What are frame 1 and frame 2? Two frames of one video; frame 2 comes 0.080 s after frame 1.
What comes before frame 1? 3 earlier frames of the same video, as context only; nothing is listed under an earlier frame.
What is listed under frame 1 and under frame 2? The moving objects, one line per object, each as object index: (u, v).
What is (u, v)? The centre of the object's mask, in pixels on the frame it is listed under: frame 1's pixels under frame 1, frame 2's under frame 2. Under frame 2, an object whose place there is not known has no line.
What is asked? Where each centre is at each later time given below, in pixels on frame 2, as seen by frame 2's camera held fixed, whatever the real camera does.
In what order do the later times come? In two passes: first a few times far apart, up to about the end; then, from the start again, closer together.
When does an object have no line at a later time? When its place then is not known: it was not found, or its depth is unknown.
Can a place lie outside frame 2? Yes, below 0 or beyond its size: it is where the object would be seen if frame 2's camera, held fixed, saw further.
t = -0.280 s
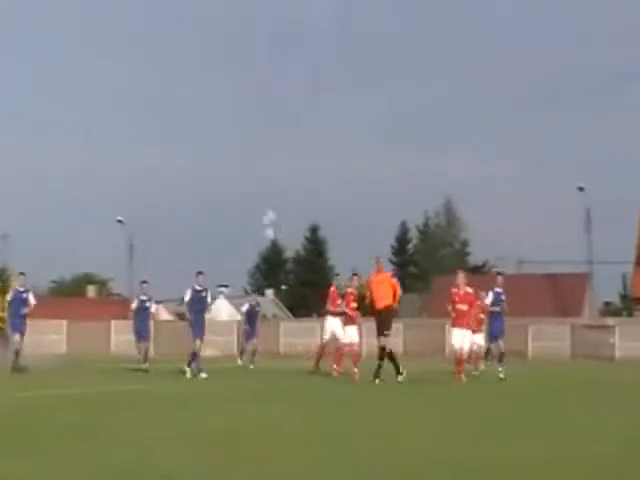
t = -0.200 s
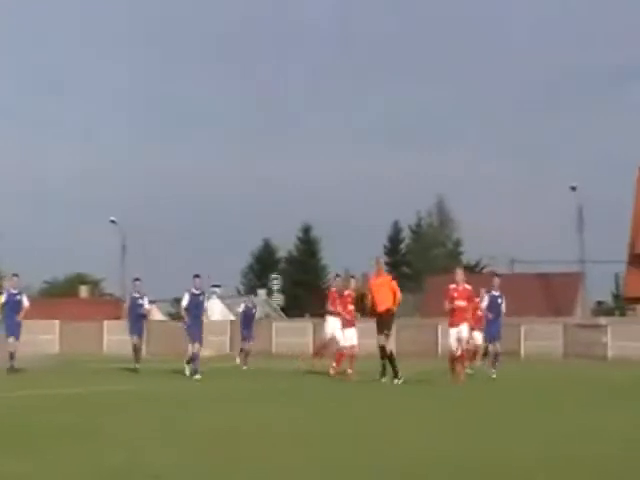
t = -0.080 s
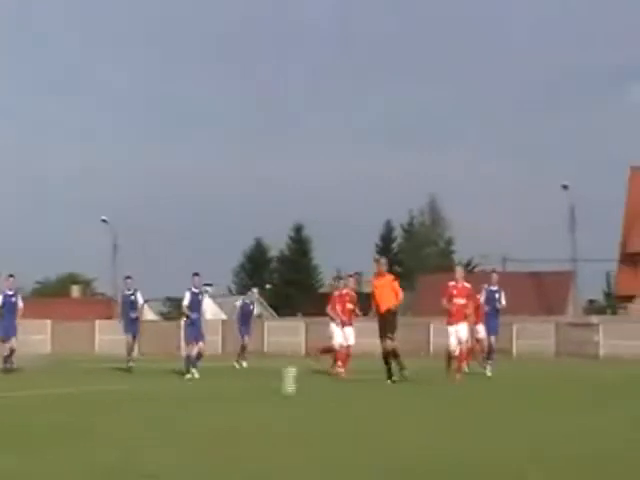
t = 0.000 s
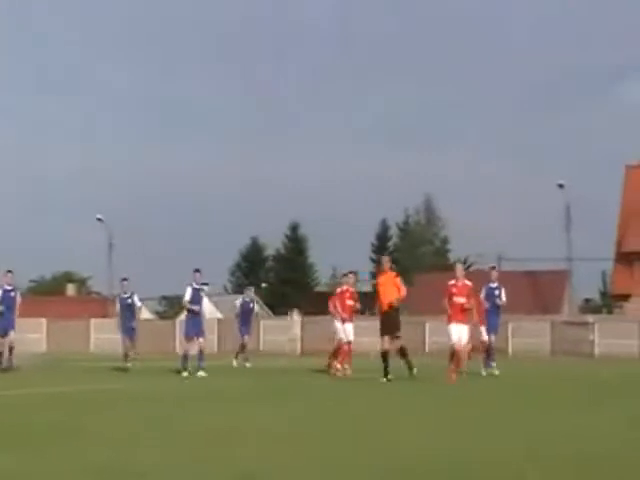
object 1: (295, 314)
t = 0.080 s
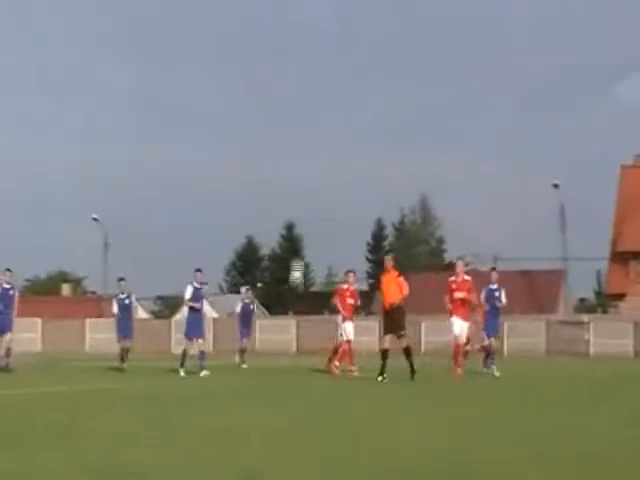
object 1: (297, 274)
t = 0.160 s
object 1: (306, 230)
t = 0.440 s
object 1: (336, 121)
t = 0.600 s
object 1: (354, 90)
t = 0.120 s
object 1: (302, 253)
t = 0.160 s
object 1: (306, 230)
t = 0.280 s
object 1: (319, 175)
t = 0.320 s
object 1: (324, 160)
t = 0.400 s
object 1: (332, 133)
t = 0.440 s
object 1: (336, 121)
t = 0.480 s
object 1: (340, 111)
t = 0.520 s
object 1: (344, 103)
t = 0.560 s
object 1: (349, 95)
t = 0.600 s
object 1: (354, 90)
